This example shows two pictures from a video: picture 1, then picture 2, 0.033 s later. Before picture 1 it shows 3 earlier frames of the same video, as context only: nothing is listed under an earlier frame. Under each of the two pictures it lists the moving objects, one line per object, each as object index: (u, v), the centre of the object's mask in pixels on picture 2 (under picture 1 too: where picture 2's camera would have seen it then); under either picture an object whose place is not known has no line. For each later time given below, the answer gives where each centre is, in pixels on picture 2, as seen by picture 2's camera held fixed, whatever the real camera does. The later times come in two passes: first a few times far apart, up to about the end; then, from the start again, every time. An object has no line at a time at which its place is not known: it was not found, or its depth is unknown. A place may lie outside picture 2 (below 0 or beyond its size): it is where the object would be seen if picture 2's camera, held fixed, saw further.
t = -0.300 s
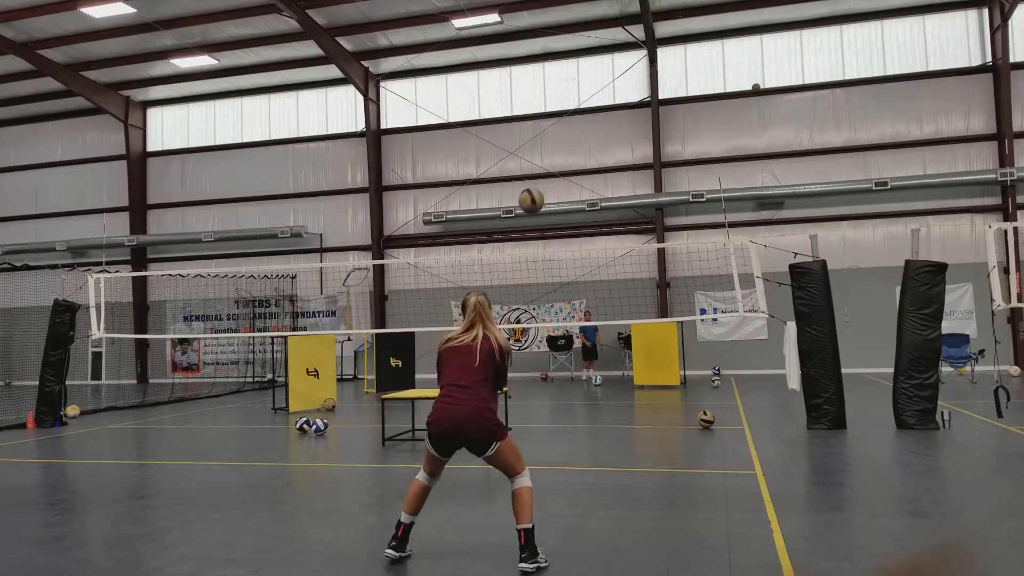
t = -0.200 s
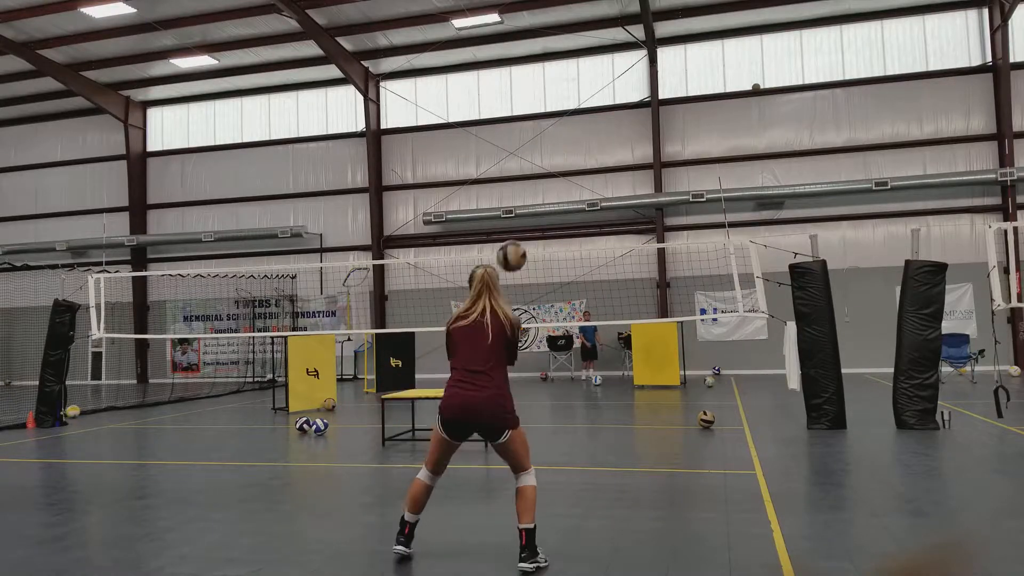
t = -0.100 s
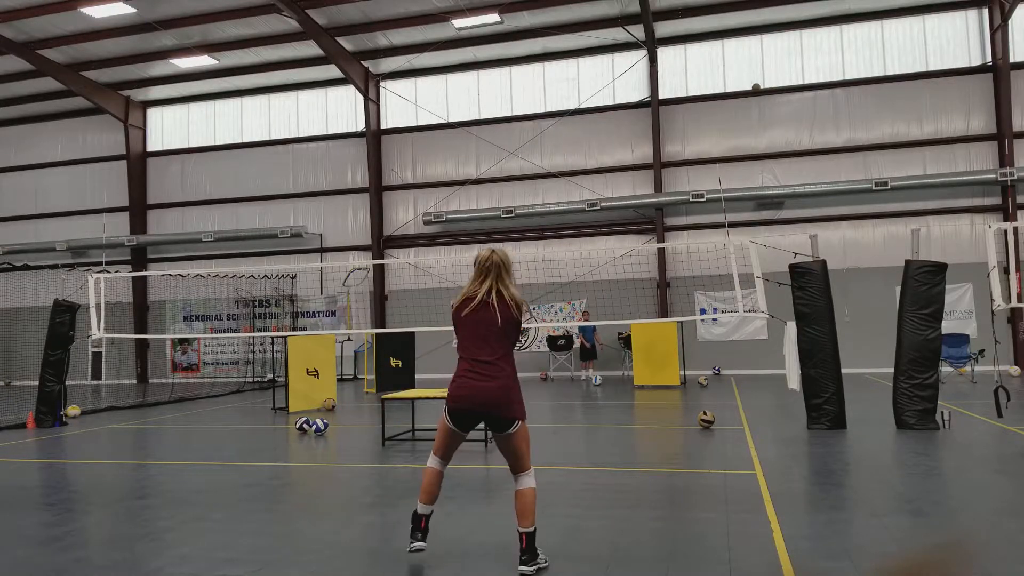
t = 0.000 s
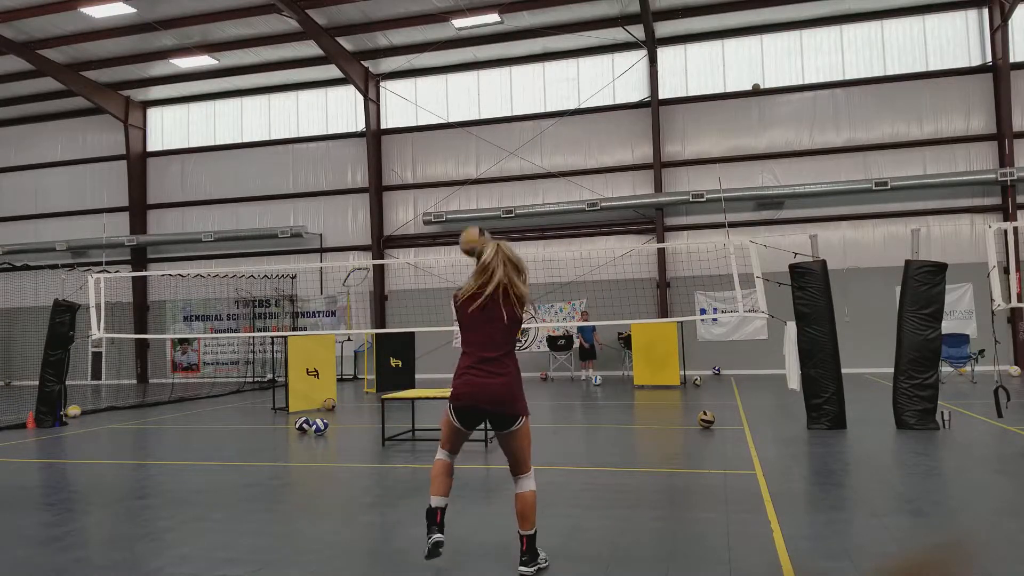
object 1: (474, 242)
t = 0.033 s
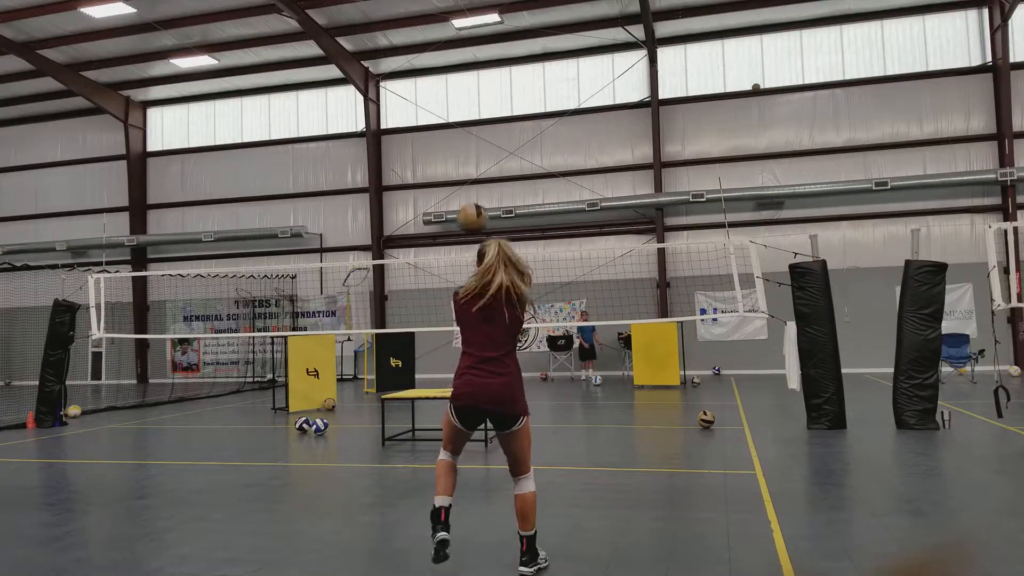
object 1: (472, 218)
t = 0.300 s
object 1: (450, 106)
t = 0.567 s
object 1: (434, 102)
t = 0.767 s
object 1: (424, 151)
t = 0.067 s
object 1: (469, 196)
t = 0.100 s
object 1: (466, 177)
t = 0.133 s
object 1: (463, 161)
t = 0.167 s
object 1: (461, 147)
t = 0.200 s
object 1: (458, 133)
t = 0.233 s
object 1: (455, 122)
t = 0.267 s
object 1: (452, 113)
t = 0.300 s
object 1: (450, 106)
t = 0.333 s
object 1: (448, 100)
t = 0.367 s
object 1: (446, 96)
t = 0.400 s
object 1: (443, 94)
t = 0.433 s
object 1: (441, 93)
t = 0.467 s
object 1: (439, 93)
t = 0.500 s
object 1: (437, 95)
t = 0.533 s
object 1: (435, 98)
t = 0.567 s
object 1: (434, 102)
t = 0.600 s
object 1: (432, 107)
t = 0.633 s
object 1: (430, 114)
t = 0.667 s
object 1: (429, 121)
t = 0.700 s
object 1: (427, 130)
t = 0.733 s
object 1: (426, 140)
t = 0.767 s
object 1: (424, 151)
